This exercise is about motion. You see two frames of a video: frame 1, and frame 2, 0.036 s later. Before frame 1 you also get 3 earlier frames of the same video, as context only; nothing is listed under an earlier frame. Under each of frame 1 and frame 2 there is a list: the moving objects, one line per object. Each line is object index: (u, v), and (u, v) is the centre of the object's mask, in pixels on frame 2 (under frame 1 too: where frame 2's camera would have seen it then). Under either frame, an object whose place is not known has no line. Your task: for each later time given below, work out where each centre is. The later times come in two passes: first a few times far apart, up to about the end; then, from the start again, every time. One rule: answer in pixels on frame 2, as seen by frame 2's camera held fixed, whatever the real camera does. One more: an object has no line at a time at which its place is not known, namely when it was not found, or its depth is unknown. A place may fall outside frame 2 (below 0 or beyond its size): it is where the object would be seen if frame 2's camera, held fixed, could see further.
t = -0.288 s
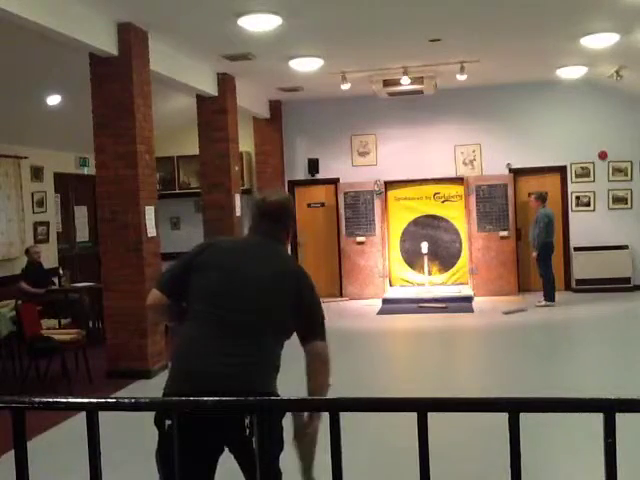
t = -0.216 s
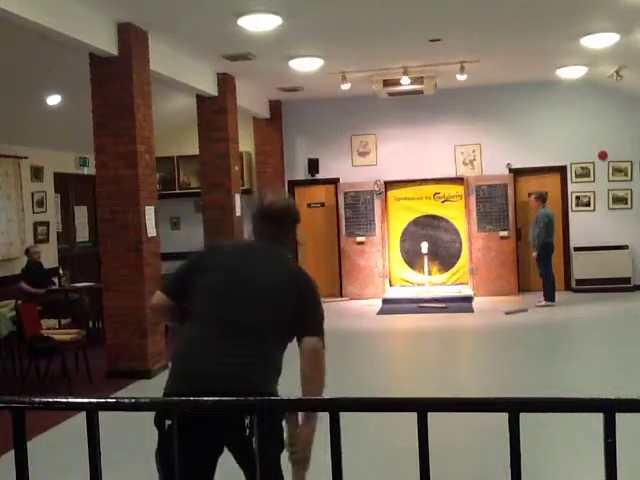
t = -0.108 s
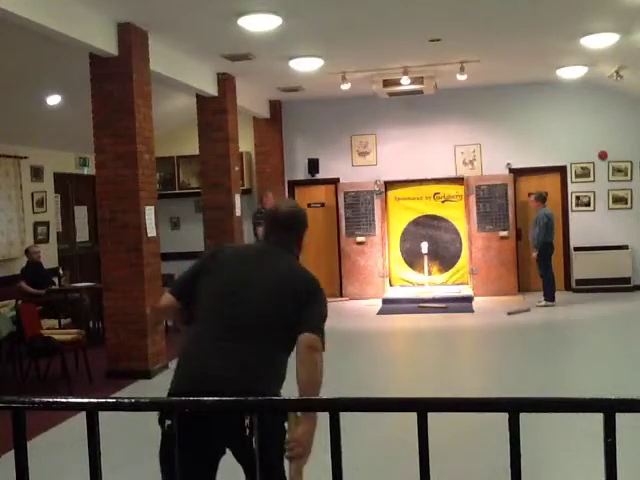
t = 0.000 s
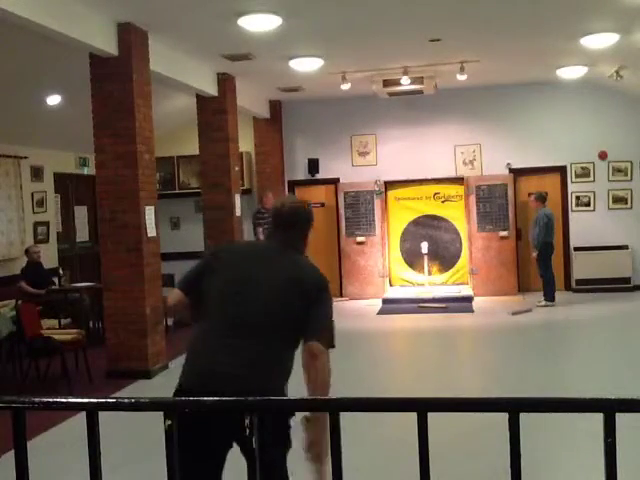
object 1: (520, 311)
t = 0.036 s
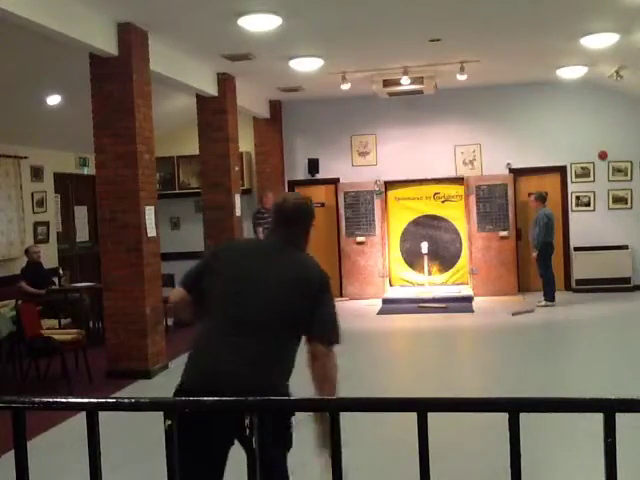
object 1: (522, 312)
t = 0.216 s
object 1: (526, 312)
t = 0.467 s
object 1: (532, 313)
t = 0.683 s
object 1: (538, 314)
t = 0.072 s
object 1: (522, 312)
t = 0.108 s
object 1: (523, 312)
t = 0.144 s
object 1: (524, 312)
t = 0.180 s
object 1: (525, 312)
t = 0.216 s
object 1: (526, 312)
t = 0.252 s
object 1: (527, 312)
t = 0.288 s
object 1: (528, 313)
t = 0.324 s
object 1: (530, 313)
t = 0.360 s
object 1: (531, 313)
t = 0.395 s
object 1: (531, 313)
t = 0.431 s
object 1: (532, 313)
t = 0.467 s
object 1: (532, 313)
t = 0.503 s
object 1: (532, 313)
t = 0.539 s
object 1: (534, 313)
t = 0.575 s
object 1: (534, 313)
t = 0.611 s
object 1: (534, 314)
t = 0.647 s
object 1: (535, 314)
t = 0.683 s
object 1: (538, 314)
